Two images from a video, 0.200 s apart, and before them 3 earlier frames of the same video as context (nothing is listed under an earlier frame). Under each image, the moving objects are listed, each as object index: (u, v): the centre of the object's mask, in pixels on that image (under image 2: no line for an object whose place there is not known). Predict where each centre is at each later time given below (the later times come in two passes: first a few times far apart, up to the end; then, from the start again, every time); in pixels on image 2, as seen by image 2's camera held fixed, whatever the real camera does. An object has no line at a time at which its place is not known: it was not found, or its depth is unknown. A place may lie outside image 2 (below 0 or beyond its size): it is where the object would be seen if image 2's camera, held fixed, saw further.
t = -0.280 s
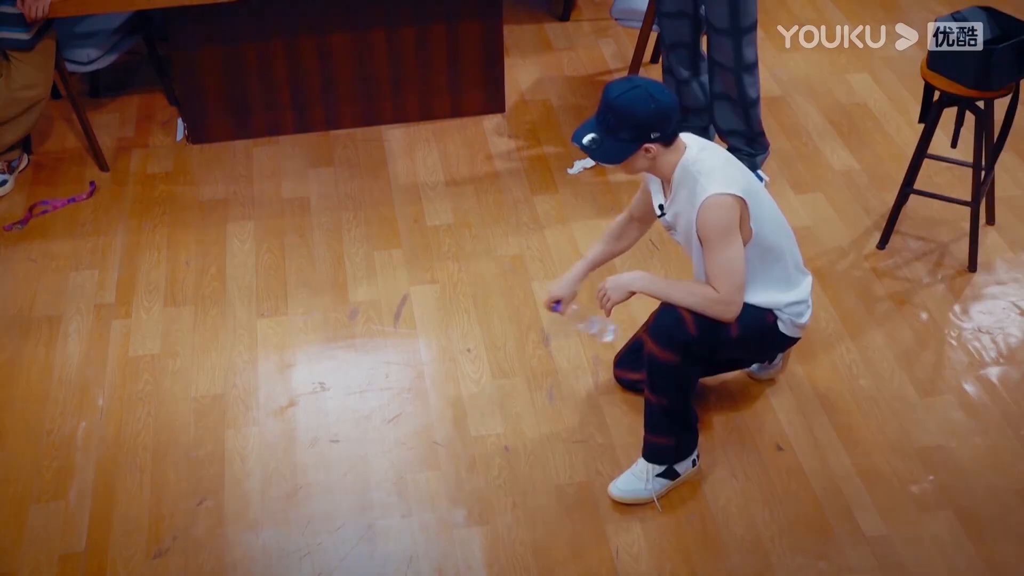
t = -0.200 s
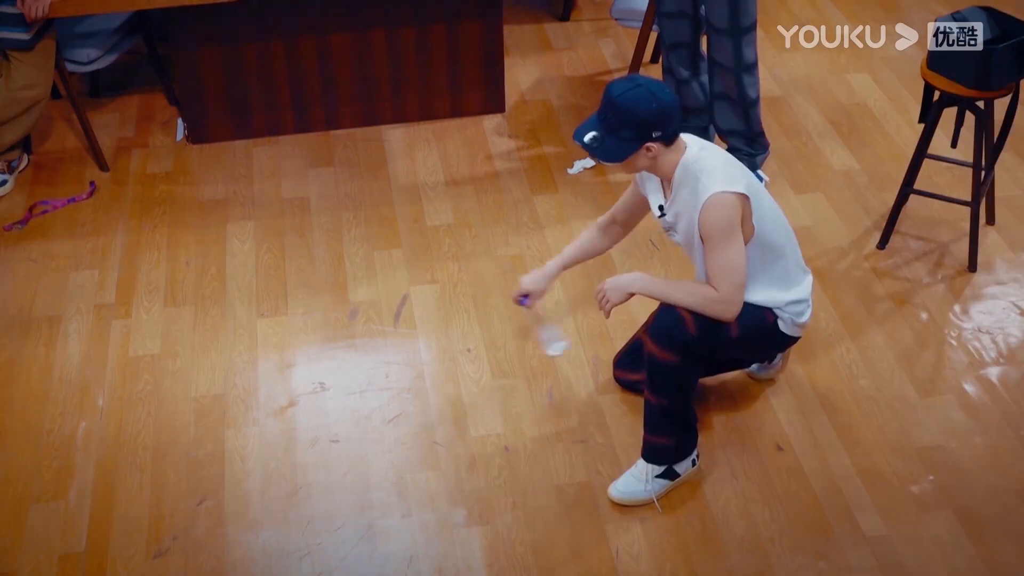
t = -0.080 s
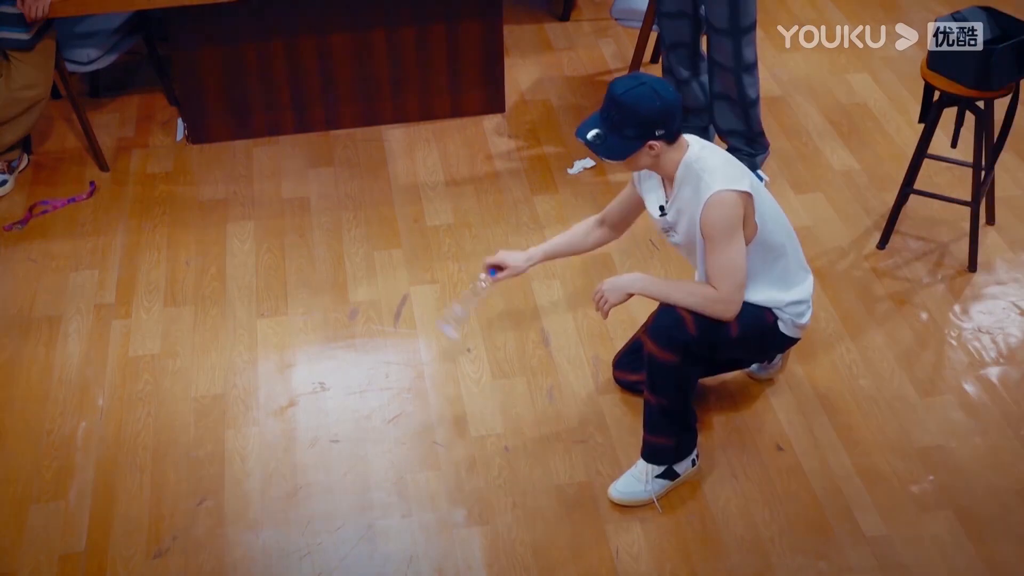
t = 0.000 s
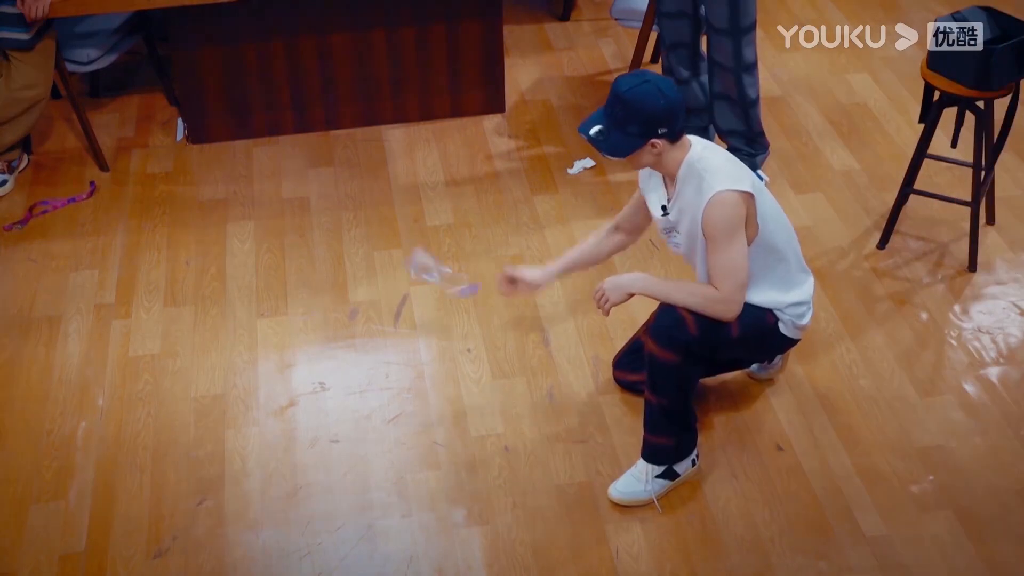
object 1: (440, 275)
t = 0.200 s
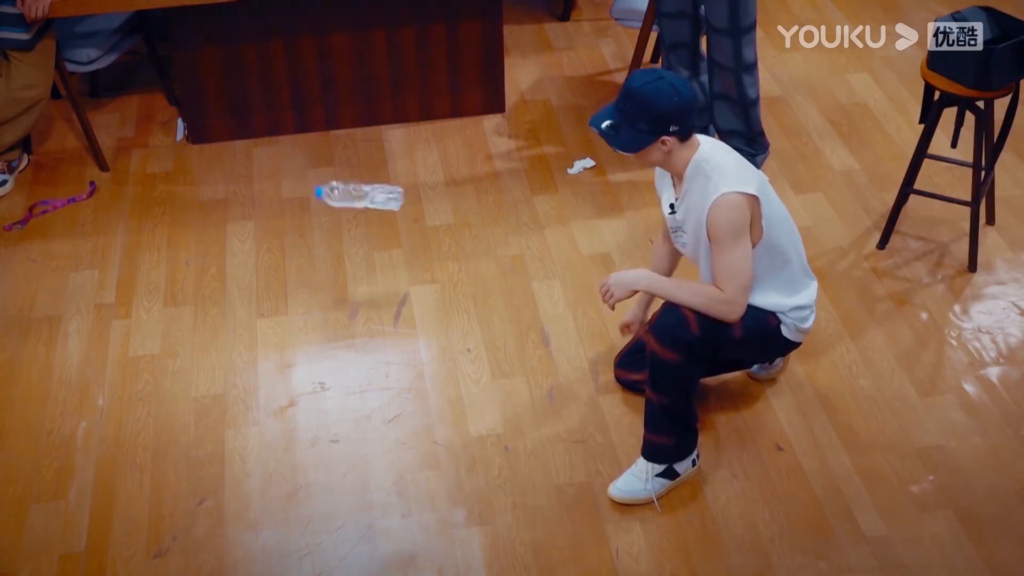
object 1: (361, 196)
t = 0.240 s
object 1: (354, 194)
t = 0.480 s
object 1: (320, 293)
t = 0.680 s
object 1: (317, 414)
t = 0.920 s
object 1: (316, 419)
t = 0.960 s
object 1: (316, 419)
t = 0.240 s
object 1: (354, 194)
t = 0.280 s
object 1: (347, 198)
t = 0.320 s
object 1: (339, 207)
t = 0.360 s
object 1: (333, 222)
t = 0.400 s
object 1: (328, 241)
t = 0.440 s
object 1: (324, 266)
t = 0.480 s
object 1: (320, 293)
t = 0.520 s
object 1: (319, 327)
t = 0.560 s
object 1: (314, 365)
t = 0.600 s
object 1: (312, 404)
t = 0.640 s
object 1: (318, 415)
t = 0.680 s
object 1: (317, 414)
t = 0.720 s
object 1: (316, 416)
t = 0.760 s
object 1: (316, 418)
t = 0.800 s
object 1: (316, 418)
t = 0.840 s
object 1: (316, 418)
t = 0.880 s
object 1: (316, 419)
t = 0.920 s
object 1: (316, 419)
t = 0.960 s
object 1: (316, 419)
